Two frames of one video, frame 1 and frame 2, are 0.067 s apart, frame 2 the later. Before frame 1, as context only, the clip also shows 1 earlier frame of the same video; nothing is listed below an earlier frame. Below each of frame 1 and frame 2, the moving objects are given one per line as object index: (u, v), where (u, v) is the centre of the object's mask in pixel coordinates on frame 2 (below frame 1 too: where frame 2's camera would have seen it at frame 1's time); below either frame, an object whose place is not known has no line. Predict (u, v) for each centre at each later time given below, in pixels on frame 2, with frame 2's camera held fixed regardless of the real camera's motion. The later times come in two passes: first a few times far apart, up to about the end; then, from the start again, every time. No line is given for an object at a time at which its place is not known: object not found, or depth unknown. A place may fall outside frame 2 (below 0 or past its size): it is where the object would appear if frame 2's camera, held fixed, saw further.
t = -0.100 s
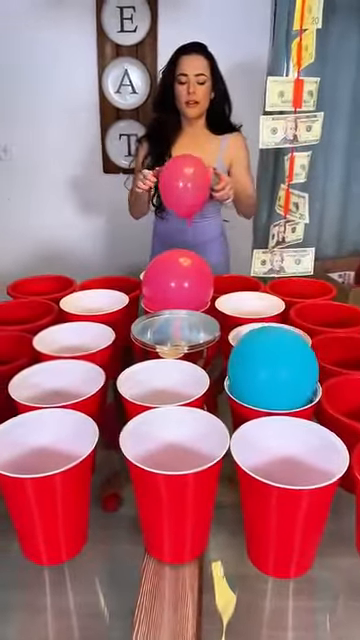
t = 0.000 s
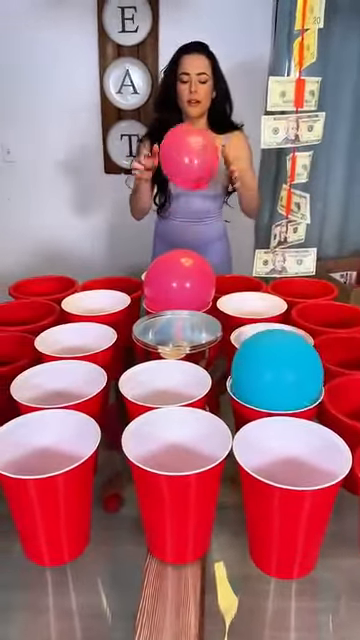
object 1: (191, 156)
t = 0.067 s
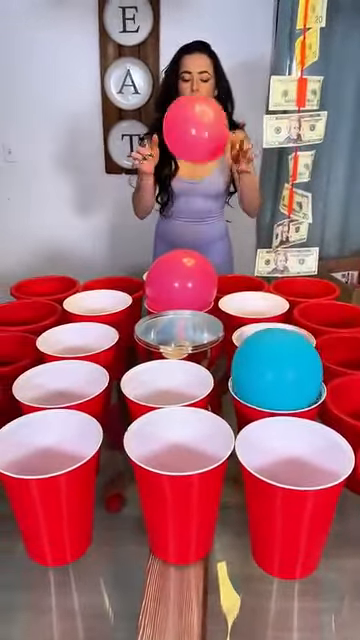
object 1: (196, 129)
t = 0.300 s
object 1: (220, 59)
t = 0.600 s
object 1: (255, 57)
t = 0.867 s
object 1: (266, 136)
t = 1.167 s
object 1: (266, 267)
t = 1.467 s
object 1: (242, 287)
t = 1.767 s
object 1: (270, 285)
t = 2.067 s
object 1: (287, 287)
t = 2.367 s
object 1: (286, 287)
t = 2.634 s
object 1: (285, 287)
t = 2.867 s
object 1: (285, 286)
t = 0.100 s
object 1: (199, 116)
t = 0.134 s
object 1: (203, 104)
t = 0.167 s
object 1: (206, 93)
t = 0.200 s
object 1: (210, 82)
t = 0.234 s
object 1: (213, 74)
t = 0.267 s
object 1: (217, 65)
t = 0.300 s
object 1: (220, 59)
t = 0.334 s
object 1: (225, 52)
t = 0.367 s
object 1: (229, 51)
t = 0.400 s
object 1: (231, 48)
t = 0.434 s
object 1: (237, 47)
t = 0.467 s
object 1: (241, 46)
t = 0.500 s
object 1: (245, 47)
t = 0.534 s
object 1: (248, 50)
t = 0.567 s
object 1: (252, 53)
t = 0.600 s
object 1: (255, 57)
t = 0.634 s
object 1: (257, 63)
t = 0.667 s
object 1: (259, 71)
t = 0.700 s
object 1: (261, 80)
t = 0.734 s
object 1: (263, 90)
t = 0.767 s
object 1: (264, 101)
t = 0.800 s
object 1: (266, 112)
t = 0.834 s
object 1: (266, 124)
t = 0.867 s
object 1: (266, 136)
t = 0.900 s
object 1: (267, 149)
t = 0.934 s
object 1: (266, 163)
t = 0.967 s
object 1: (266, 176)
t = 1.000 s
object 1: (266, 190)
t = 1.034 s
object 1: (267, 204)
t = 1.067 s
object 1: (266, 220)
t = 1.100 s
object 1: (267, 236)
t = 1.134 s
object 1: (265, 250)
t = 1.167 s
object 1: (266, 267)
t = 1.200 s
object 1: (265, 283)
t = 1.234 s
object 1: (263, 298)
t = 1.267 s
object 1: (261, 307)
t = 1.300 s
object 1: (257, 303)
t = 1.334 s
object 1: (254, 299)
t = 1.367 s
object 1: (252, 295)
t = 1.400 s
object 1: (249, 291)
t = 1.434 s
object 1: (245, 289)
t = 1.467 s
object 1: (242, 287)
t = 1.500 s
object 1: (241, 286)
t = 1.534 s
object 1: (242, 286)
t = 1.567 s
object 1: (246, 285)
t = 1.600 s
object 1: (250, 284)
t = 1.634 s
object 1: (254, 283)
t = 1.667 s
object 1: (259, 284)
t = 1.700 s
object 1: (263, 284)
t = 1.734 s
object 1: (266, 284)
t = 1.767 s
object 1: (270, 285)
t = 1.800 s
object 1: (272, 285)
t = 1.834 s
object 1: (275, 285)
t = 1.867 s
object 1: (278, 286)
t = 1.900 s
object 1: (280, 286)
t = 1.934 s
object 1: (282, 286)
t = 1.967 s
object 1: (283, 286)
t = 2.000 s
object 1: (285, 287)
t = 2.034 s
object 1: (286, 287)
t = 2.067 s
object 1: (287, 287)
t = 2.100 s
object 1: (287, 287)
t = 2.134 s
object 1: (287, 287)
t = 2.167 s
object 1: (287, 287)
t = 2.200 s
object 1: (287, 287)
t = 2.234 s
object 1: (287, 287)
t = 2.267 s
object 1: (287, 287)
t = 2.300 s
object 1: (286, 287)
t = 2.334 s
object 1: (286, 287)
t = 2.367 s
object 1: (286, 287)
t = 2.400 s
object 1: (285, 287)
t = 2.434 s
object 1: (285, 287)
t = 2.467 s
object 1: (285, 287)
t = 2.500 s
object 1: (285, 287)
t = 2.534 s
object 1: (285, 287)
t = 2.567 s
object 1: (285, 287)
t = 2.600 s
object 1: (285, 287)
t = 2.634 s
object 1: (285, 287)
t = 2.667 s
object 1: (285, 287)
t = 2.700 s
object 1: (285, 287)
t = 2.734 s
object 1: (285, 287)
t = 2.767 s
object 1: (285, 286)
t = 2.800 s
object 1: (285, 286)
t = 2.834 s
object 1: (285, 286)
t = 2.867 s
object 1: (285, 286)
